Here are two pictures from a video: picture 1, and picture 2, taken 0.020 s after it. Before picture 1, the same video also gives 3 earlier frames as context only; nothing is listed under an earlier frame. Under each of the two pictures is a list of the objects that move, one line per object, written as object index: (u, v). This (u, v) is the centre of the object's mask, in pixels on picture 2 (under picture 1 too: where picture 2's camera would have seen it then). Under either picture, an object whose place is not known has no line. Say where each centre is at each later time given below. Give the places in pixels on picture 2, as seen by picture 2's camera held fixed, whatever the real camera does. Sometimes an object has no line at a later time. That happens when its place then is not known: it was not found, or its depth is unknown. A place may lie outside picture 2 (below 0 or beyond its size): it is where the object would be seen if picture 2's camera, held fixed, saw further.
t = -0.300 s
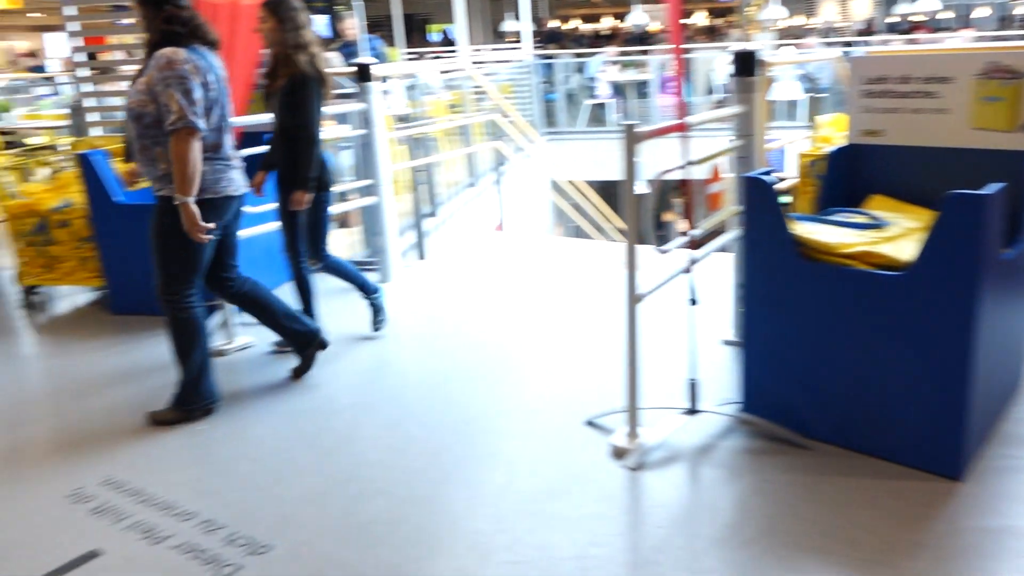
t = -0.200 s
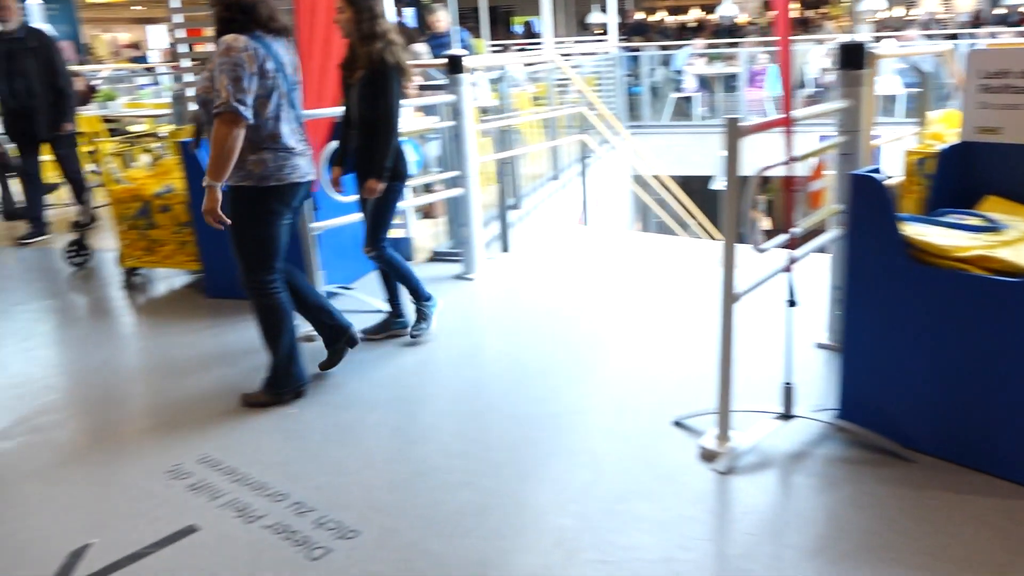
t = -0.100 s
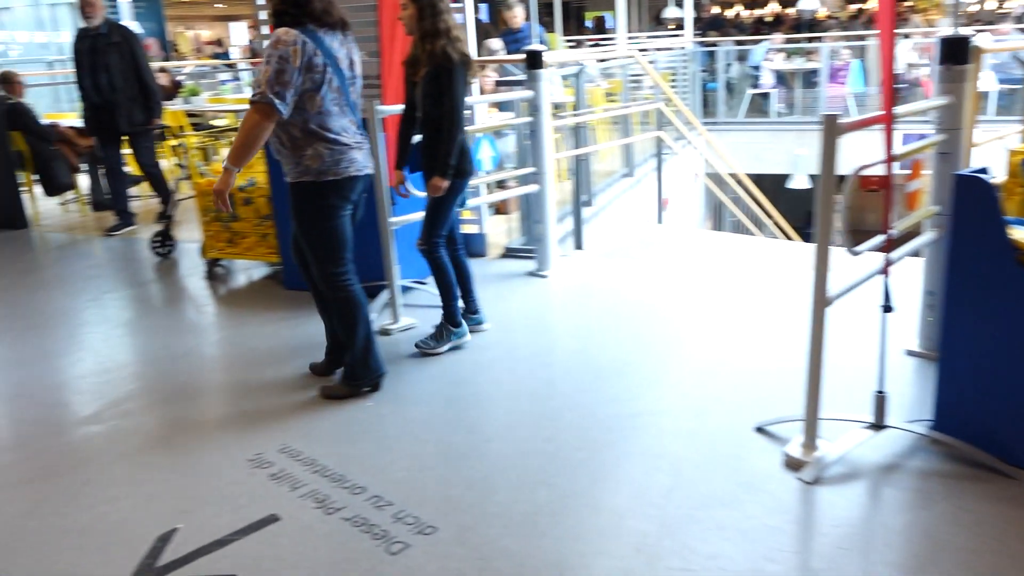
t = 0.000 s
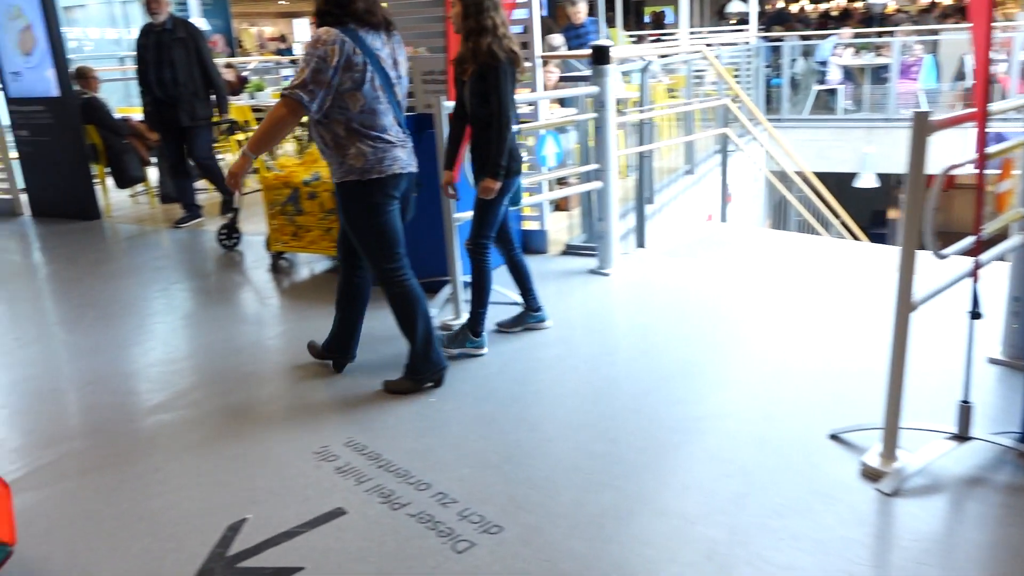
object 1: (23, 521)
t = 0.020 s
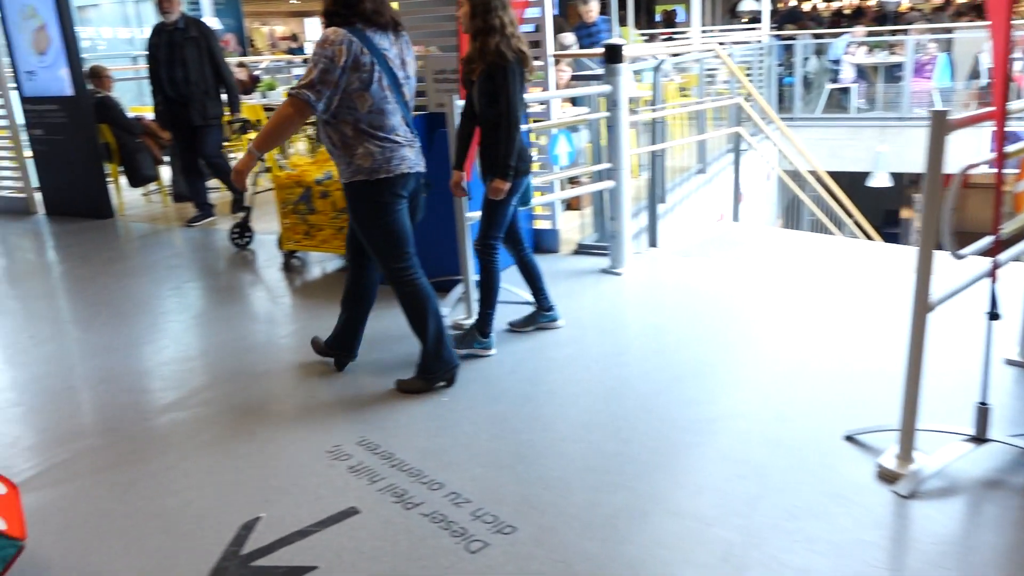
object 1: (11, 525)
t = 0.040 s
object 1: (-2, 527)
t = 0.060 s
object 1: (-14, 532)
